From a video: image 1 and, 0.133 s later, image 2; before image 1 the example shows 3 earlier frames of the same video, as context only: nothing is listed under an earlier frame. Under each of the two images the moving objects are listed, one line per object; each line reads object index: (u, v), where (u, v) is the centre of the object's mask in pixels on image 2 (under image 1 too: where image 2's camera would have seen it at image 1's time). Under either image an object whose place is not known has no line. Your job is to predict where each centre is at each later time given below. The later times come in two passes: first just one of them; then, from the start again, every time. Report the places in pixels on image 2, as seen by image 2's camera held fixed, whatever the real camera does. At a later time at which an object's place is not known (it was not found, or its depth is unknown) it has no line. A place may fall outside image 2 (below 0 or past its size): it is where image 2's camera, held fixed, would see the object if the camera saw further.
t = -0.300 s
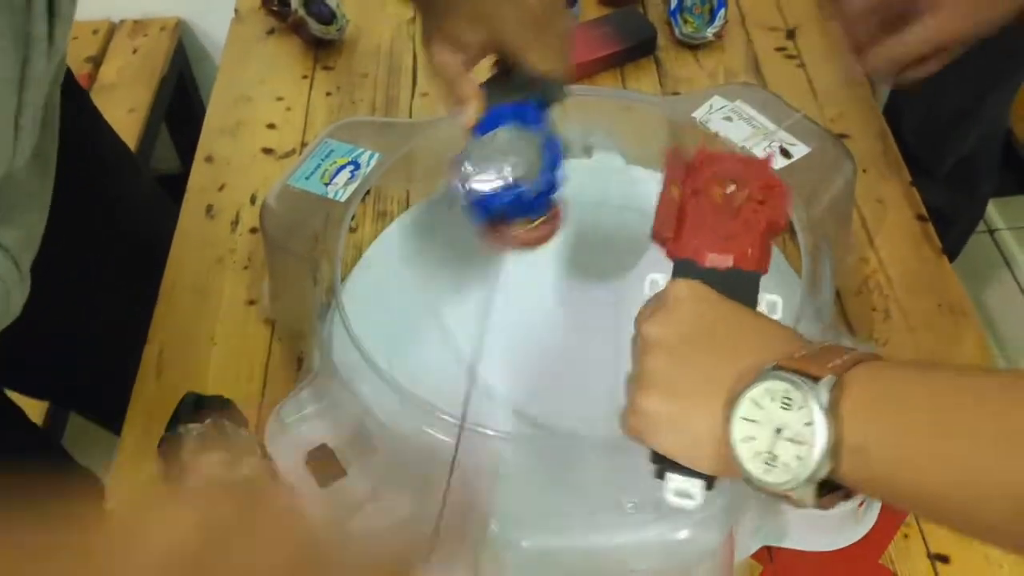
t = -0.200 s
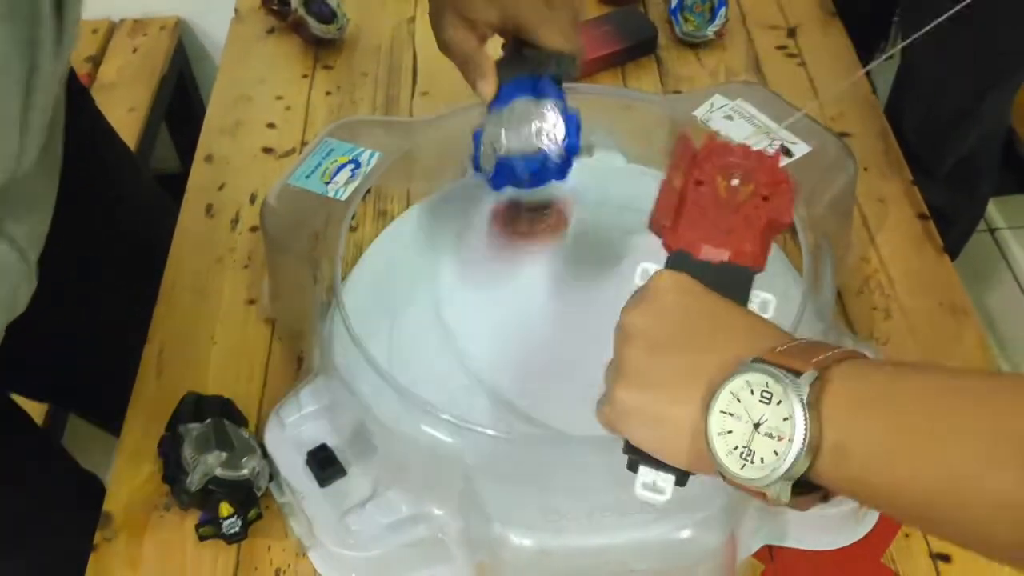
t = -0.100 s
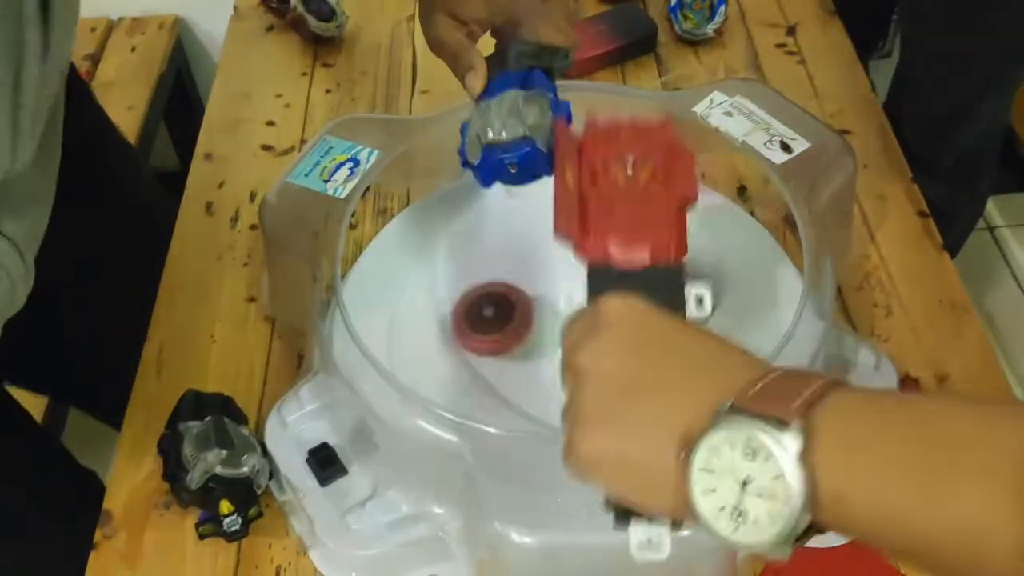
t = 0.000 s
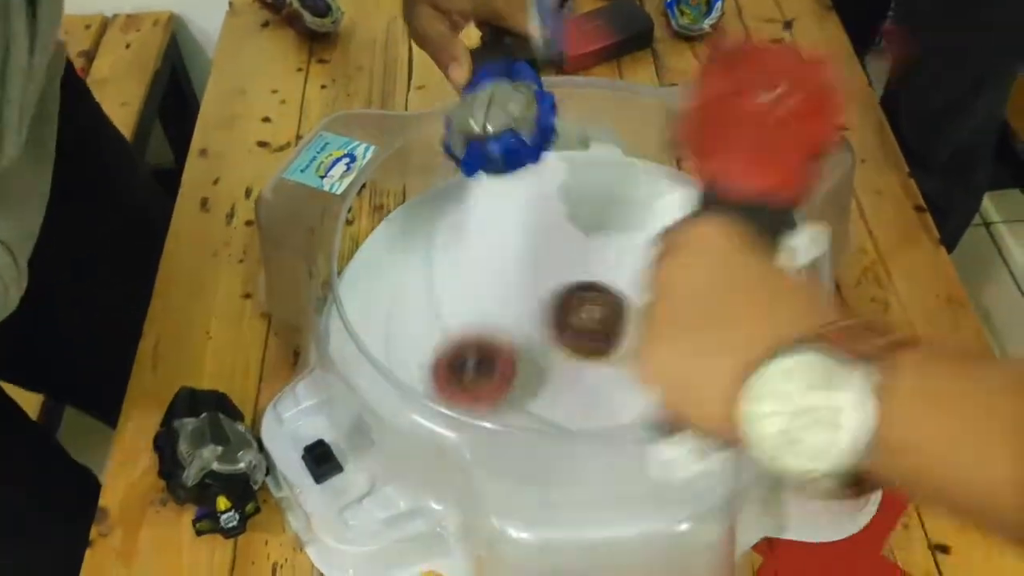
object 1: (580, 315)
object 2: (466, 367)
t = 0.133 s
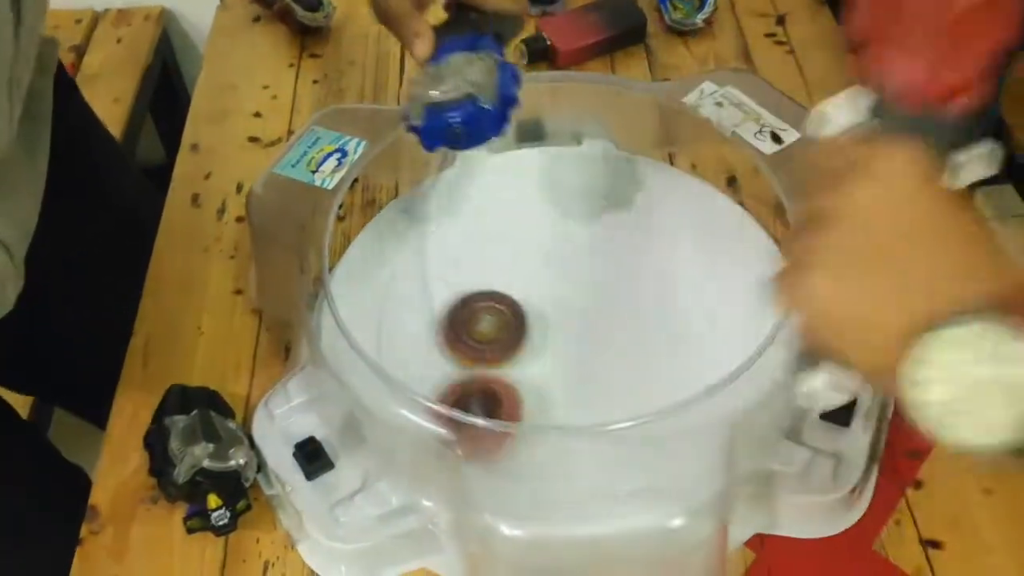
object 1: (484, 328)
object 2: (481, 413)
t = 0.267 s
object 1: (457, 300)
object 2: (515, 434)
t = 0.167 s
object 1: (473, 319)
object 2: (487, 418)
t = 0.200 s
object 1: (464, 313)
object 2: (493, 429)
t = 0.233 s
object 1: (458, 307)
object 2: (502, 432)
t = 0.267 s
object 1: (457, 300)
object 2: (515, 434)
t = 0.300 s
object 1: (458, 295)
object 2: (528, 417)
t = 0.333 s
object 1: (464, 290)
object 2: (540, 409)
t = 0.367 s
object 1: (474, 285)
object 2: (550, 395)
